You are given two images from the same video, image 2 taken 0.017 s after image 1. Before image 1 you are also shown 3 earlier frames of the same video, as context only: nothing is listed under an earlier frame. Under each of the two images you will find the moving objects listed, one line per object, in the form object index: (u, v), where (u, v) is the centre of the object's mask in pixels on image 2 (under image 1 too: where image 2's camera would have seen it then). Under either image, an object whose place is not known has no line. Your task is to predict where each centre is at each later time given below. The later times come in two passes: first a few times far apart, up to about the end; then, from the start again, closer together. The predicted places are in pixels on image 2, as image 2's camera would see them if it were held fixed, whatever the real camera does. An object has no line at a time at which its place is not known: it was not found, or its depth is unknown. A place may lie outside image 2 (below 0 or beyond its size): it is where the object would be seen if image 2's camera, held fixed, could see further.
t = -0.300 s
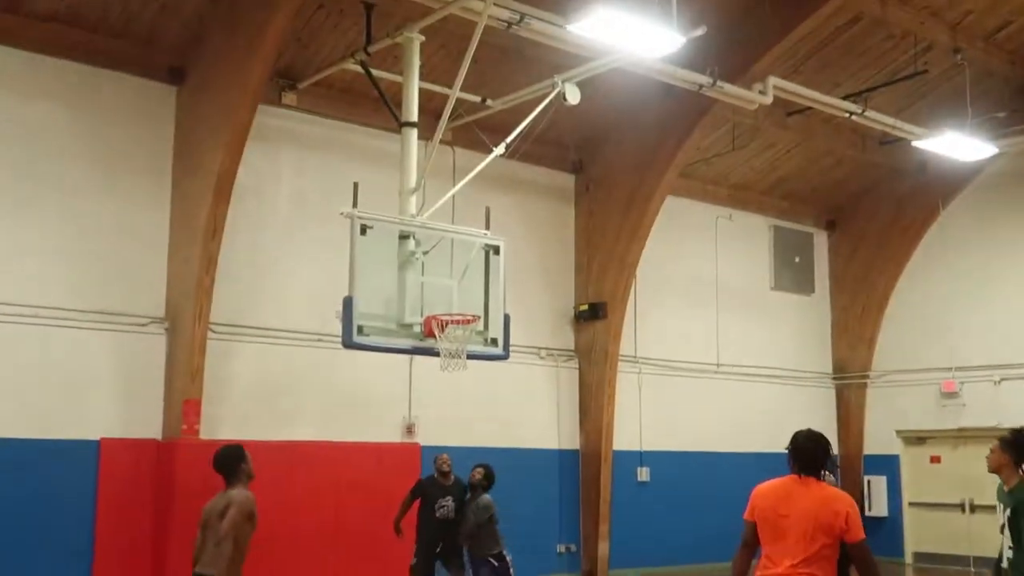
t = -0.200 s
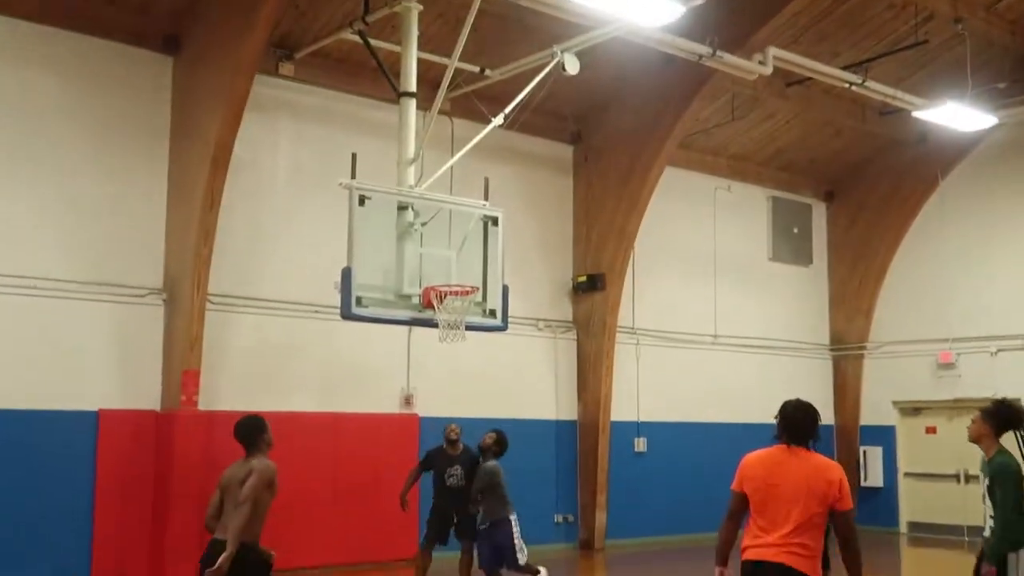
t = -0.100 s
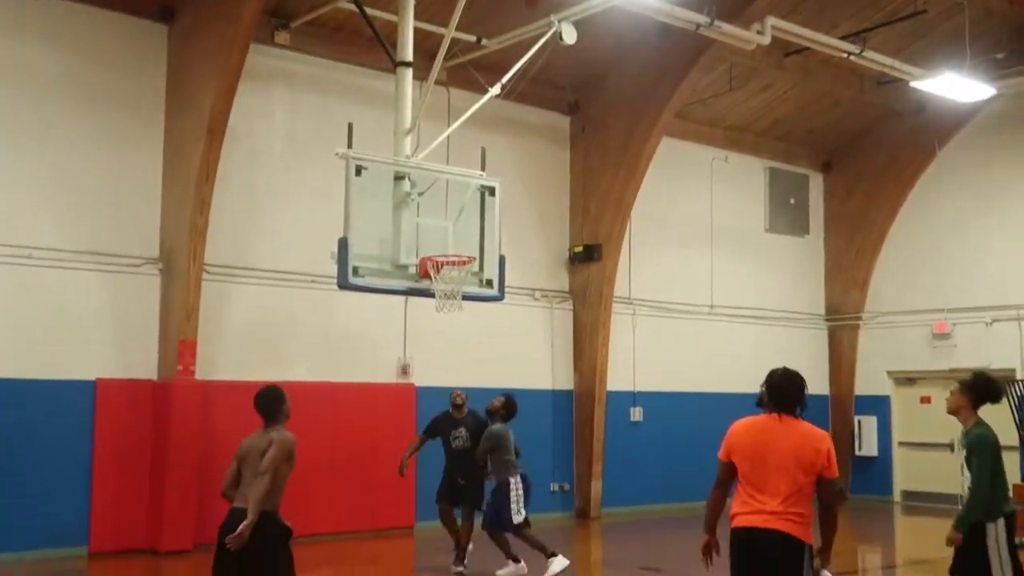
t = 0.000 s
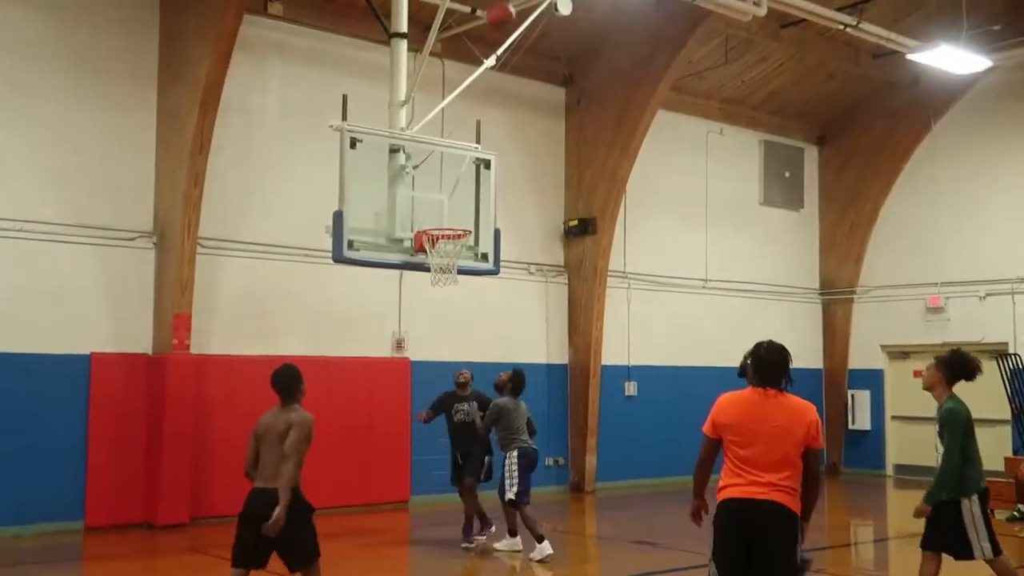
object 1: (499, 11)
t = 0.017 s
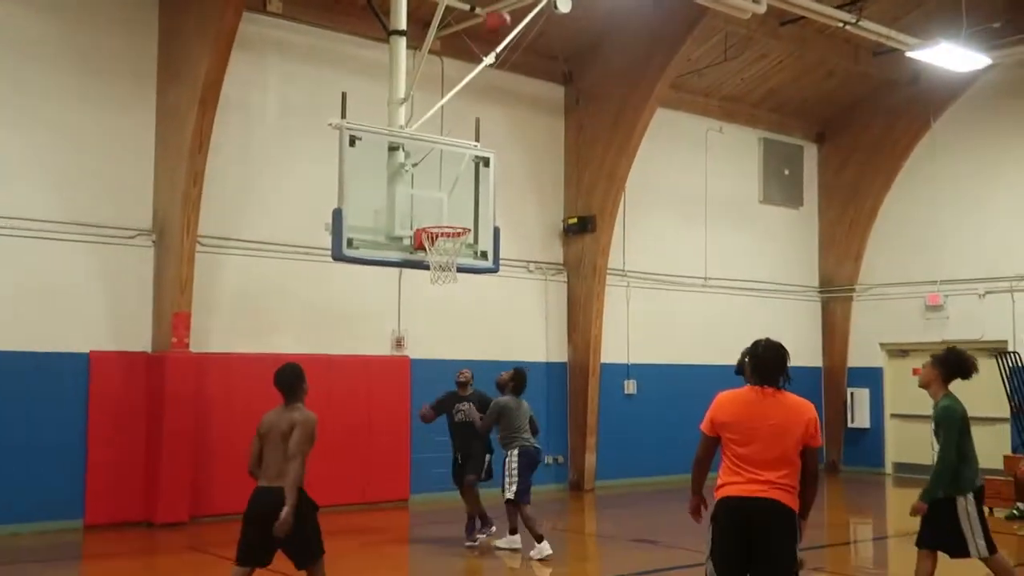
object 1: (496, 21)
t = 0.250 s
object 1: (445, 173)
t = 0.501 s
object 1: (432, 240)
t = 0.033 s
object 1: (492, 31)
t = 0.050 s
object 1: (488, 43)
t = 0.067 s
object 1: (485, 53)
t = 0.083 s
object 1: (480, 64)
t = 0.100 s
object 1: (476, 75)
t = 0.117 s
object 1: (473, 85)
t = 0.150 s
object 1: (465, 106)
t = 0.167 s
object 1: (461, 117)
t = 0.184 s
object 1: (458, 128)
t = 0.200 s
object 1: (454, 139)
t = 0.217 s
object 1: (451, 151)
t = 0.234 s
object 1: (447, 162)
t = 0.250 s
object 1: (445, 173)
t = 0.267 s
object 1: (442, 185)
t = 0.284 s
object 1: (438, 197)
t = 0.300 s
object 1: (435, 208)
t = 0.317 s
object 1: (432, 219)
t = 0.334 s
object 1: (436, 221)
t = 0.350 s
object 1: (445, 222)
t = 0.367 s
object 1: (454, 232)
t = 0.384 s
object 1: (456, 232)
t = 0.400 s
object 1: (454, 231)
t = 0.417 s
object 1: (452, 231)
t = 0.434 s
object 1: (449, 231)
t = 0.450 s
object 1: (444, 233)
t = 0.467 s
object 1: (440, 235)
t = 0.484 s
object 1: (436, 240)
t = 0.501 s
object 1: (432, 240)
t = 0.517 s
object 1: (432, 242)
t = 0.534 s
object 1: (433, 244)
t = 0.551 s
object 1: (438, 249)
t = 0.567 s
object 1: (436, 249)
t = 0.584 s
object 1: (440, 257)
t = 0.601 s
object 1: (442, 260)
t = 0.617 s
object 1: (443, 261)
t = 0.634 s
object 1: (445, 263)
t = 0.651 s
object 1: (448, 266)
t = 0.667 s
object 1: (450, 268)
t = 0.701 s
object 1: (454, 269)
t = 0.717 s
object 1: (456, 273)
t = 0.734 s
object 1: (457, 278)
